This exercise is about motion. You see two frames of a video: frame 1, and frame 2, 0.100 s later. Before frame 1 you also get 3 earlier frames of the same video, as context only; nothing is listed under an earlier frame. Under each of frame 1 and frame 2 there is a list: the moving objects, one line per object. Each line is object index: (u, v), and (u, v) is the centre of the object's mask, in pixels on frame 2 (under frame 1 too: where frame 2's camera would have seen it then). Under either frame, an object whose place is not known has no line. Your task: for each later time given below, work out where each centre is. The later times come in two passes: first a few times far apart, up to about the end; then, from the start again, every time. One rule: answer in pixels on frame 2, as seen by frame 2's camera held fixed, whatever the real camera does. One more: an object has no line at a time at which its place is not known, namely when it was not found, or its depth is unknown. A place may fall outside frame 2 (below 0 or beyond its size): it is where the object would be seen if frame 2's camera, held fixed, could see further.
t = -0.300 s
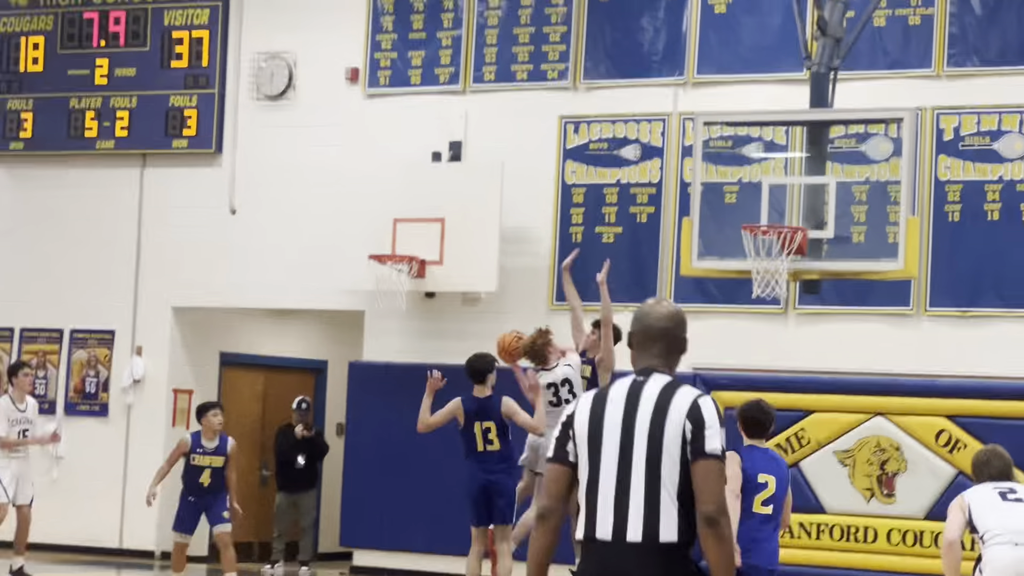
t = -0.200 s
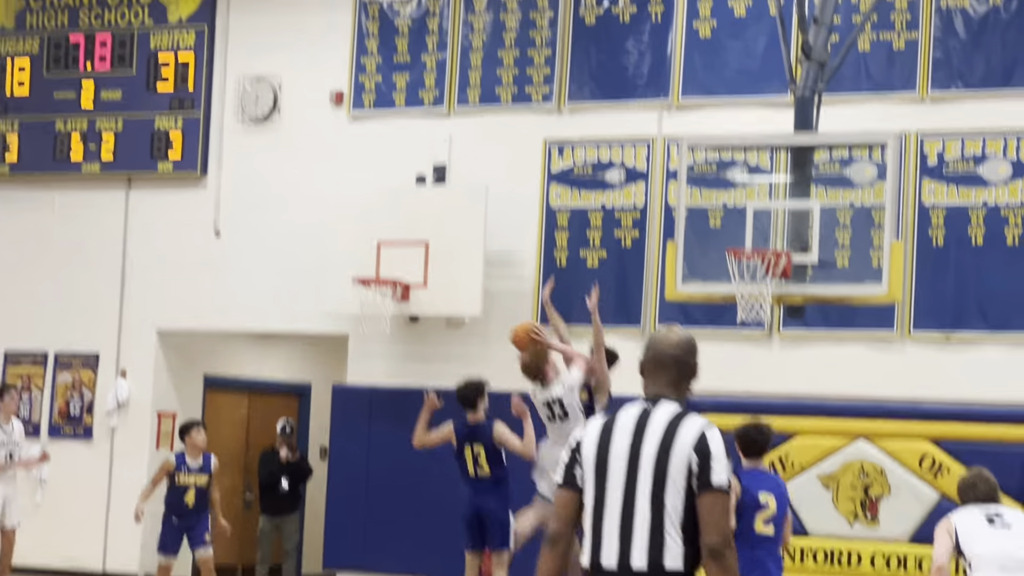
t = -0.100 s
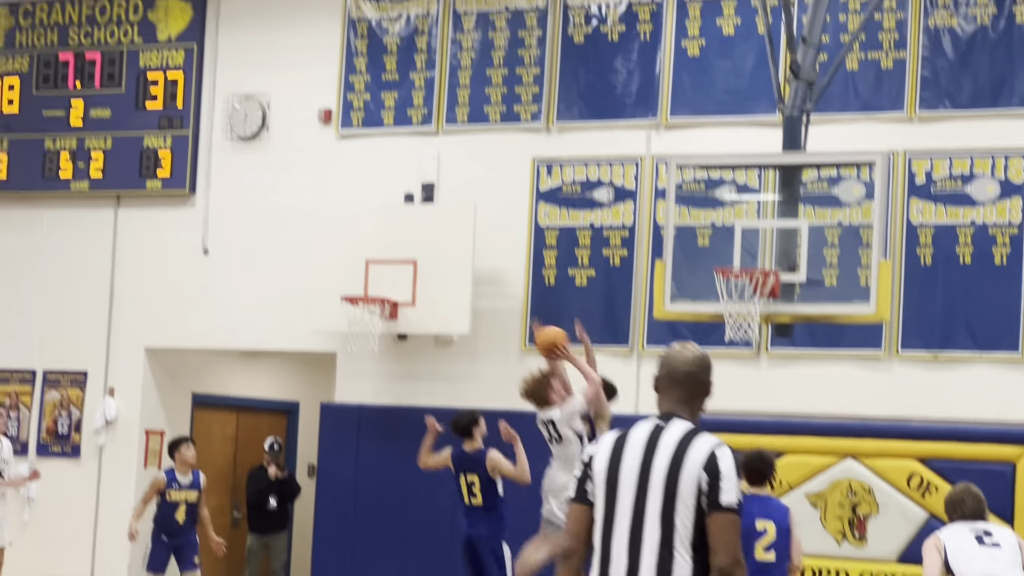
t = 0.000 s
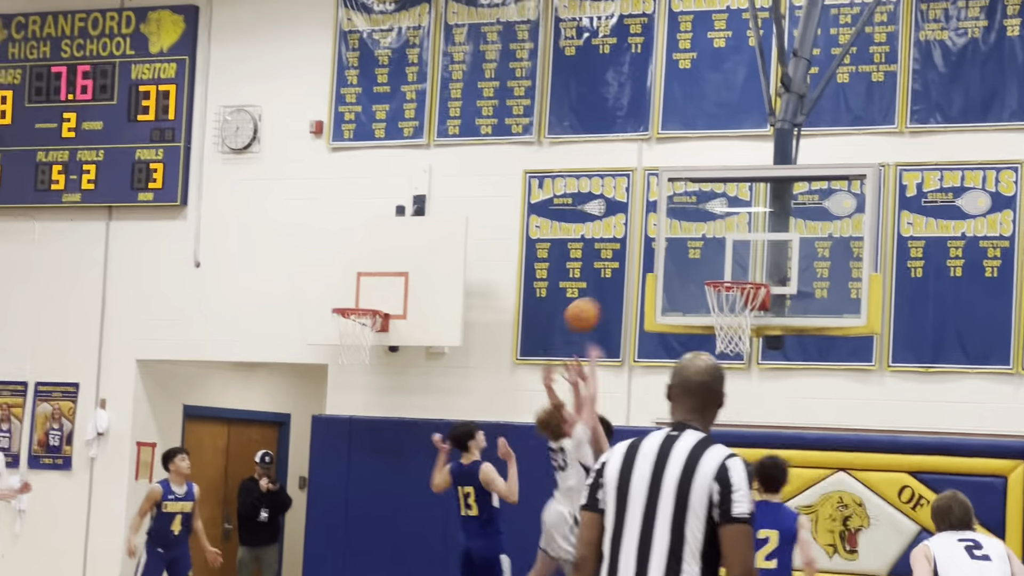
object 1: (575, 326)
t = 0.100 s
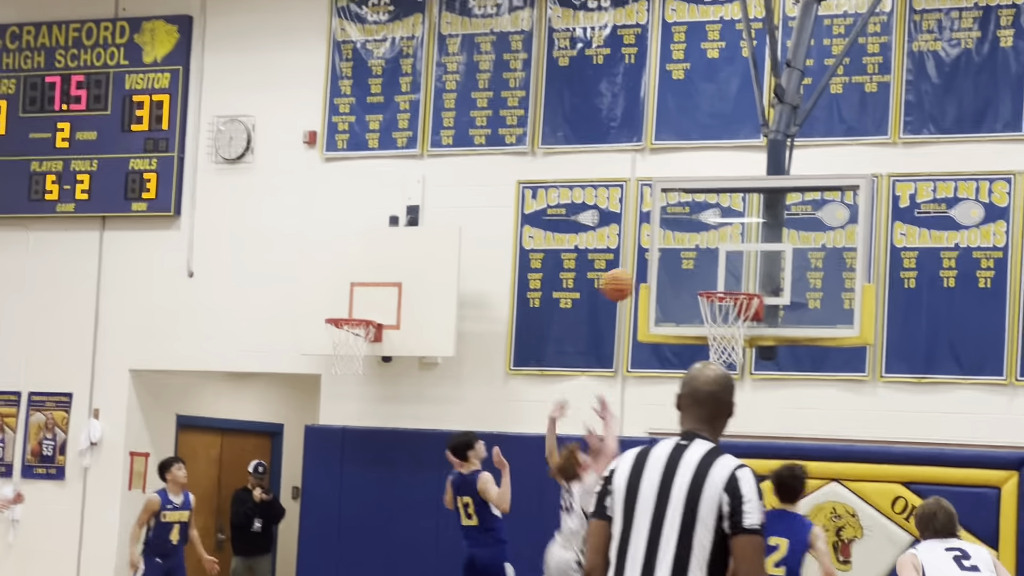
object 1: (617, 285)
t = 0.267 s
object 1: (685, 246)
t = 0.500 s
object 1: (767, 254)
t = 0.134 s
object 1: (631, 274)
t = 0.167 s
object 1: (646, 265)
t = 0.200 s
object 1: (659, 257)
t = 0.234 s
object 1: (672, 251)
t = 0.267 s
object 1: (685, 246)
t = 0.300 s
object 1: (698, 243)
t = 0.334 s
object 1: (711, 241)
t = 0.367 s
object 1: (724, 240)
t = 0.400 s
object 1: (735, 242)
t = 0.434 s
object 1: (749, 245)
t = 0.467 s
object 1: (761, 249)
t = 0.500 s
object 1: (767, 254)
